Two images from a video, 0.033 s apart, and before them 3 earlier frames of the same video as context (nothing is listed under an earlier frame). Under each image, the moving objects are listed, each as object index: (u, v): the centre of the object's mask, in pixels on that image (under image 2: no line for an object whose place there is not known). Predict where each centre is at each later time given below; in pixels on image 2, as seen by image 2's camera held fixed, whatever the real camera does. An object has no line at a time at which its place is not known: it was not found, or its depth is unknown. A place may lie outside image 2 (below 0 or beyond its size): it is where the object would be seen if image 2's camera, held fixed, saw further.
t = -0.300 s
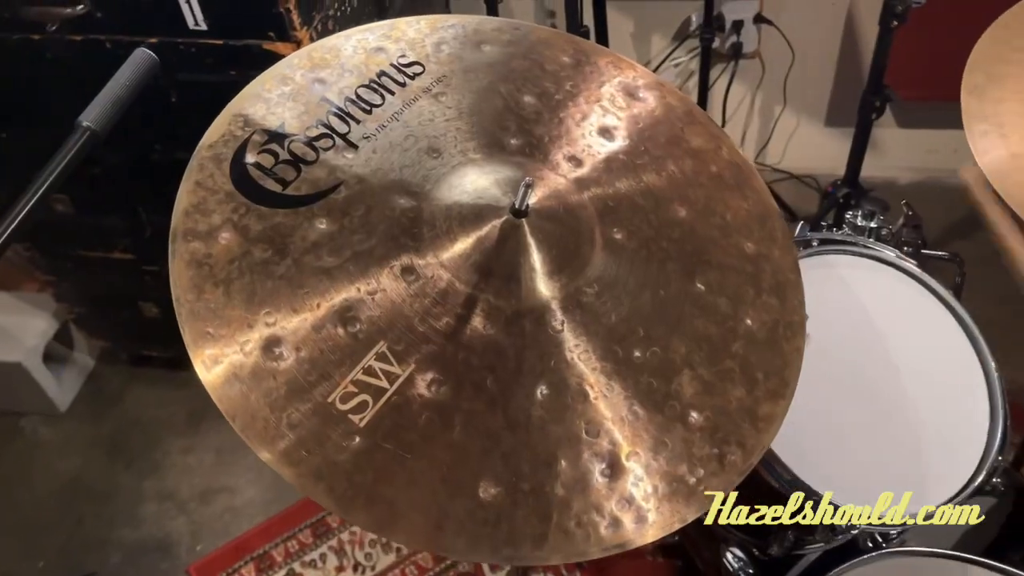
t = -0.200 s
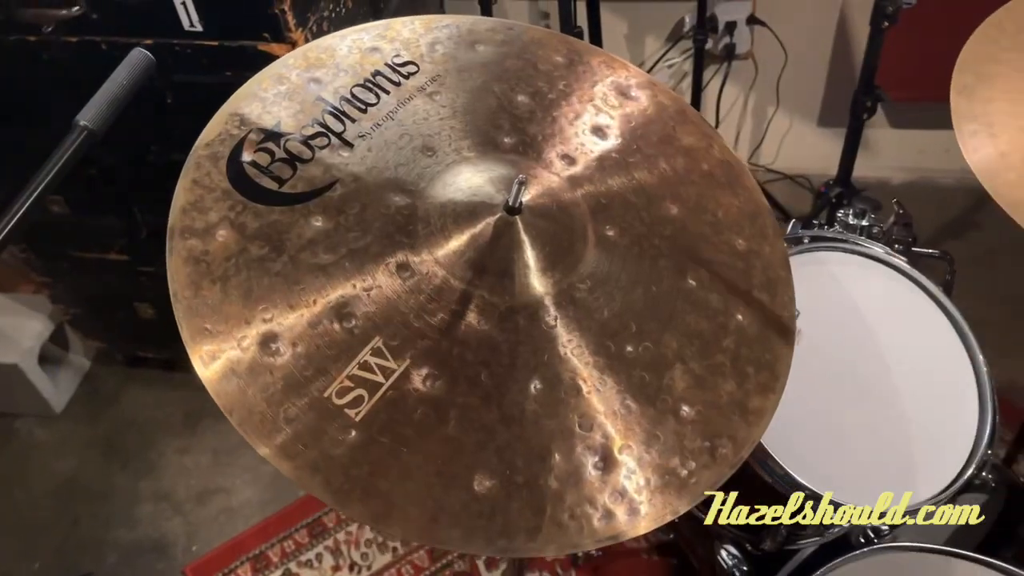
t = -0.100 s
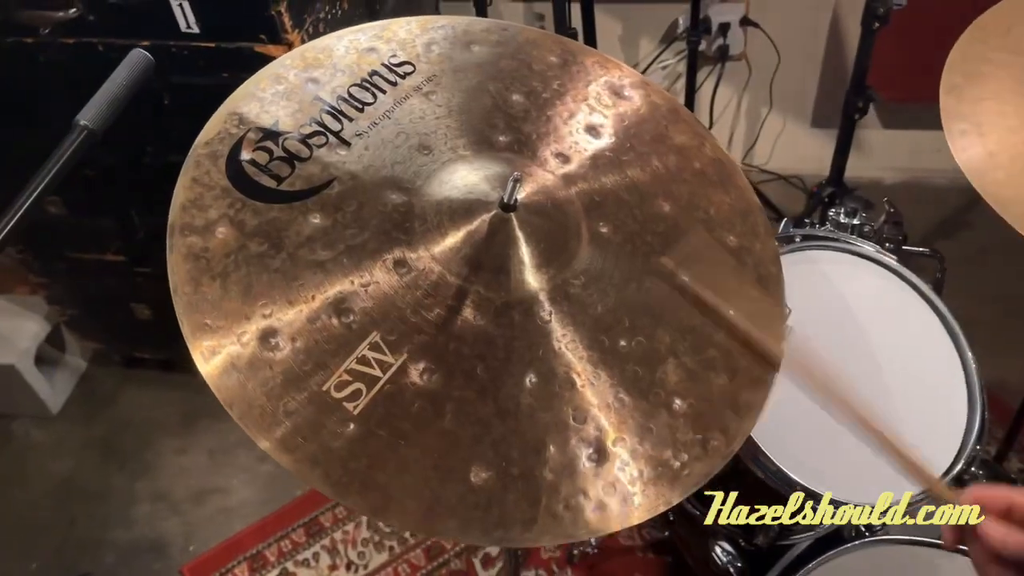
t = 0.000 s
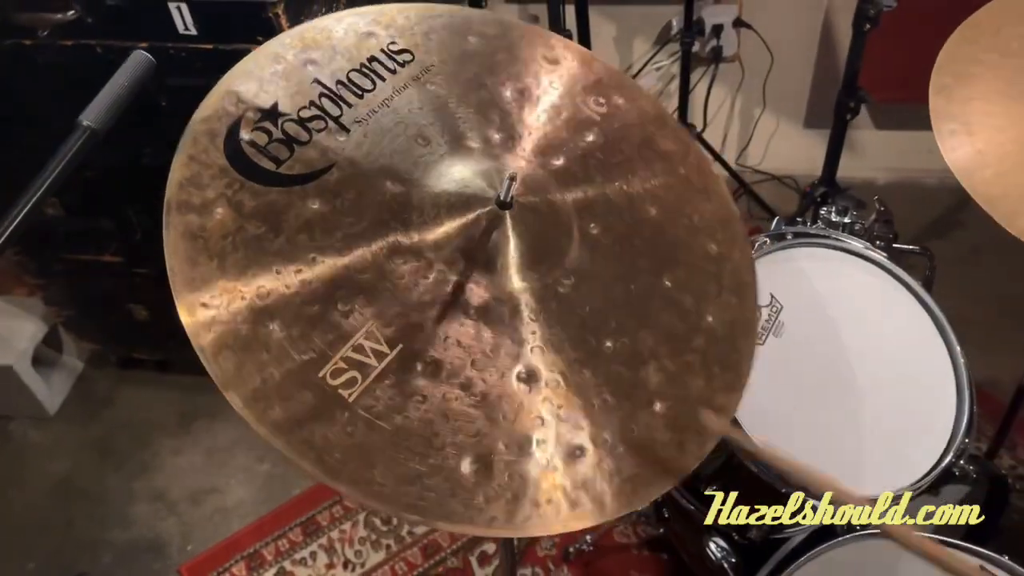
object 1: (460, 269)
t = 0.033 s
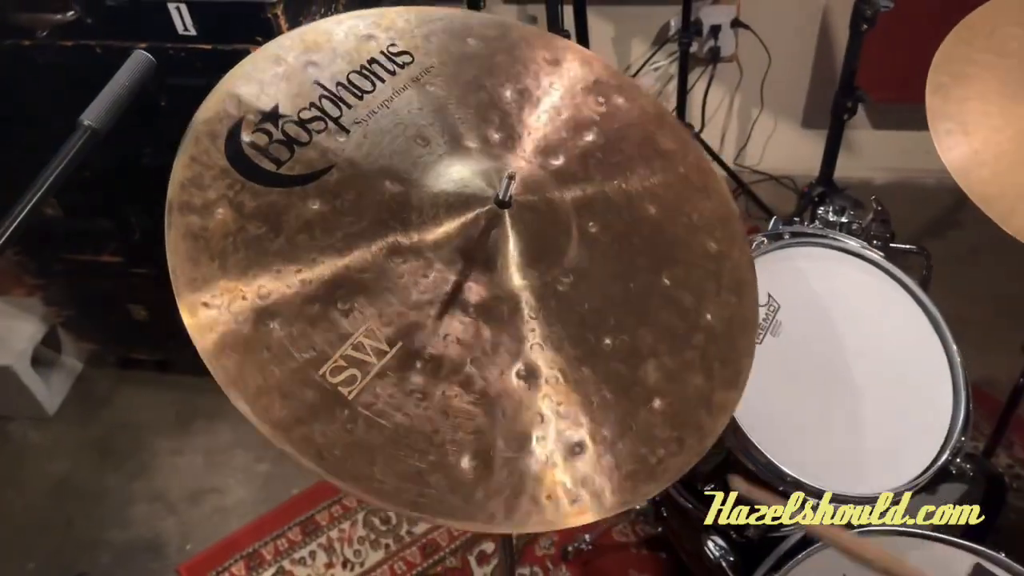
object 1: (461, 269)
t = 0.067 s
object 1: (466, 270)
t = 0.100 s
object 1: (471, 272)
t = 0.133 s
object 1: (475, 273)
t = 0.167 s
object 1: (480, 275)
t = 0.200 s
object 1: (482, 275)
